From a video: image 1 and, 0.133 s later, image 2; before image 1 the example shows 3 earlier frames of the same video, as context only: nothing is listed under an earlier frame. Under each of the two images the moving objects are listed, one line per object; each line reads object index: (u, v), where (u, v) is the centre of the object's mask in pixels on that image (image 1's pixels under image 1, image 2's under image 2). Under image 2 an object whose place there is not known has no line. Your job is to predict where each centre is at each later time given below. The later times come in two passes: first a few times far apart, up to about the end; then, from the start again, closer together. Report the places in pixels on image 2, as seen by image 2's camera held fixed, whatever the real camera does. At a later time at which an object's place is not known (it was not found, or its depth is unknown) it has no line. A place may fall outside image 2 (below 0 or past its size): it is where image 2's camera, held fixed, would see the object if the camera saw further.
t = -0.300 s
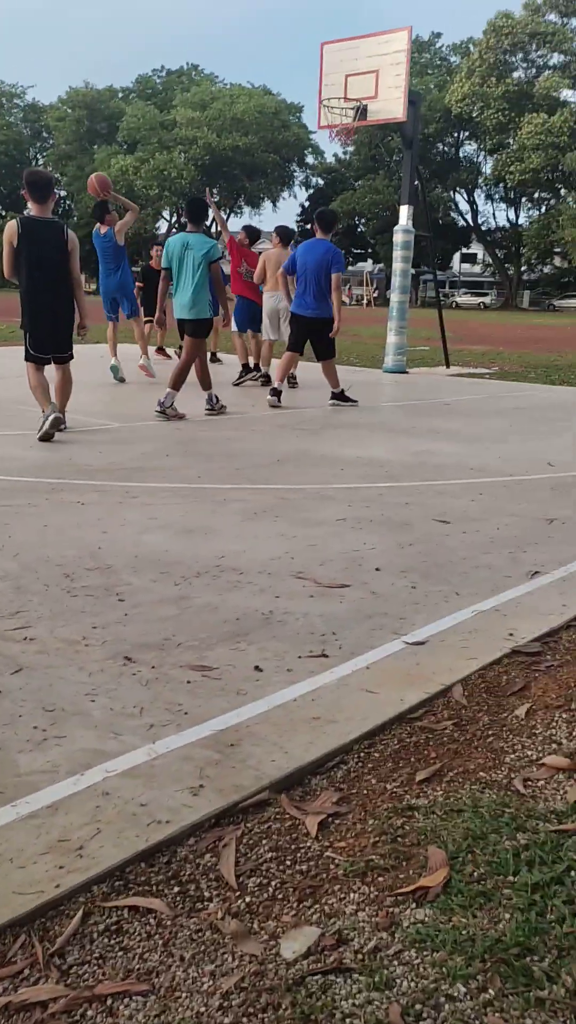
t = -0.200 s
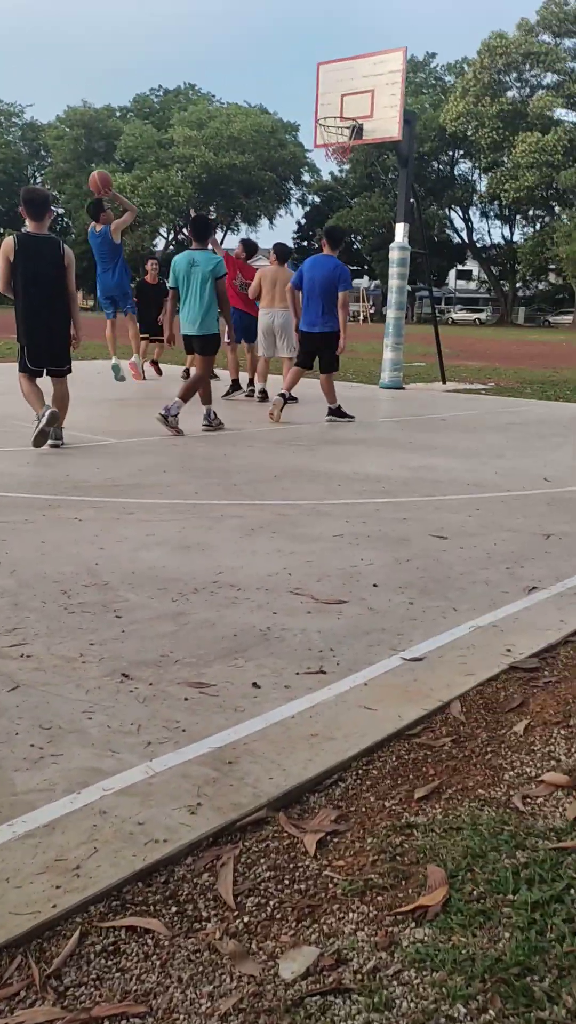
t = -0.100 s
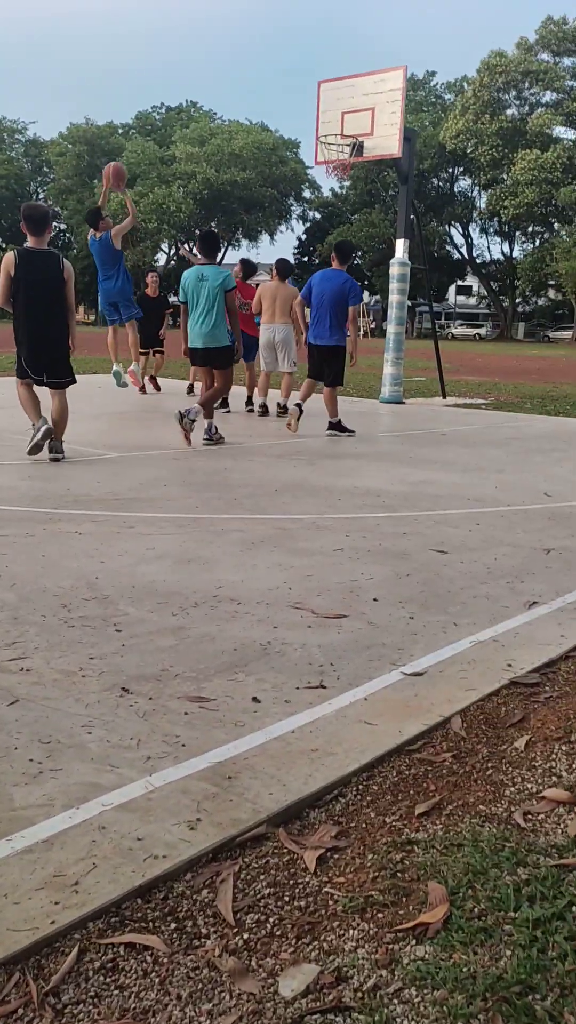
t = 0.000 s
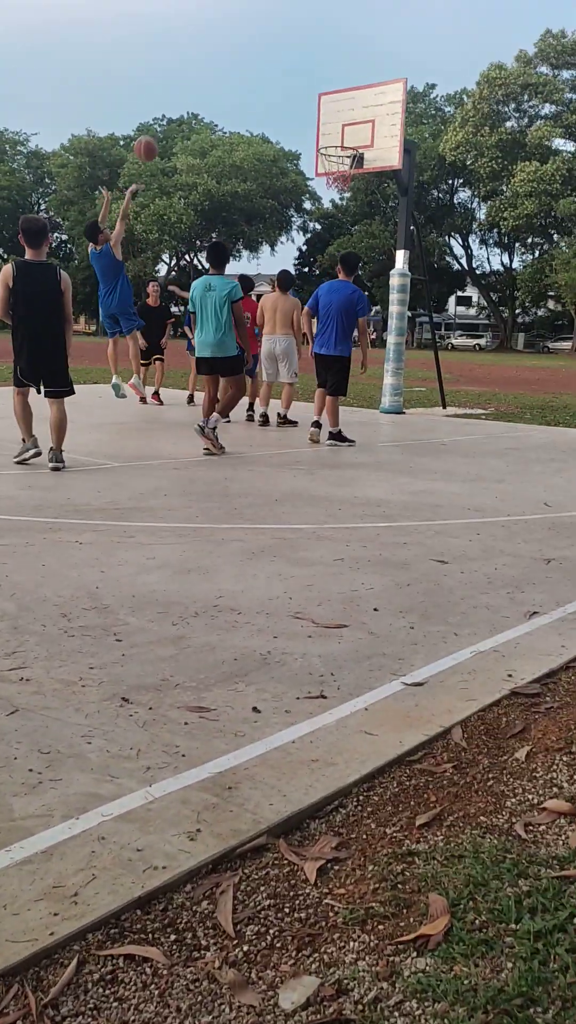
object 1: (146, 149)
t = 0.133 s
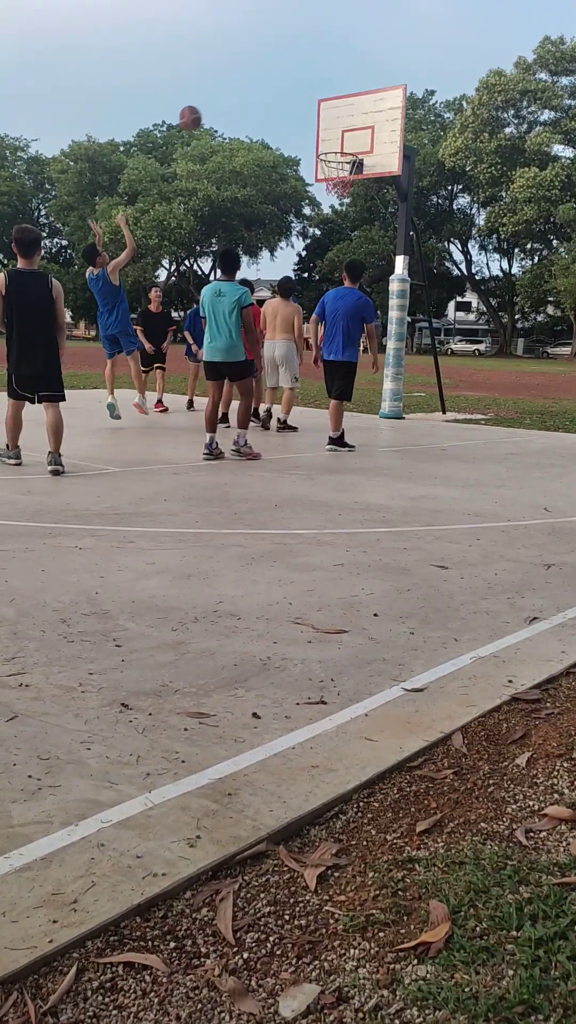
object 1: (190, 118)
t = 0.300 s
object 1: (243, 99)
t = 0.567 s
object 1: (318, 123)
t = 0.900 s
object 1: (332, 127)
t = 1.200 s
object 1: (344, 128)
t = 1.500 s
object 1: (332, 134)
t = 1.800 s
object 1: (322, 138)
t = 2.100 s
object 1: (308, 147)
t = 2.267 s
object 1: (295, 169)
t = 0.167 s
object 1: (201, 112)
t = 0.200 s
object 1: (212, 107)
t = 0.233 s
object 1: (222, 103)
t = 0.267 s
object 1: (233, 100)
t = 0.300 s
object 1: (243, 99)
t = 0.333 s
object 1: (253, 98)
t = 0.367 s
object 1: (263, 99)
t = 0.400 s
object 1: (272, 100)
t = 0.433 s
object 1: (282, 103)
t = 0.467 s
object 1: (291, 106)
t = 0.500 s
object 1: (300, 111)
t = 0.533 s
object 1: (309, 116)
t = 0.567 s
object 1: (318, 123)
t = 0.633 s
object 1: (335, 138)
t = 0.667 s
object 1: (343, 146)
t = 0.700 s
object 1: (348, 154)
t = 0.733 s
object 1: (338, 152)
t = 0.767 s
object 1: (327, 151)
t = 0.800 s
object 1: (327, 144)
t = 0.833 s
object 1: (329, 138)
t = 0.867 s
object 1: (330, 132)
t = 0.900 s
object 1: (332, 127)
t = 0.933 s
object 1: (333, 124)
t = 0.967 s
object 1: (335, 121)
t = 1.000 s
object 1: (336, 119)
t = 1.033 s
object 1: (338, 118)
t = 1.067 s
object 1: (339, 118)
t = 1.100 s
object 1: (340, 119)
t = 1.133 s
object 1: (342, 121)
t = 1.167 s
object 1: (343, 124)
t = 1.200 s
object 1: (344, 128)
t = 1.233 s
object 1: (345, 134)
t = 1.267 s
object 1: (346, 140)
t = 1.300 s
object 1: (345, 140)
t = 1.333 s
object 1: (343, 137)
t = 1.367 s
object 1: (341, 134)
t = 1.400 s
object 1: (339, 133)
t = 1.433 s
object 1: (337, 132)
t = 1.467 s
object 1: (335, 133)
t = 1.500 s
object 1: (332, 134)
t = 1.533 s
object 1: (330, 137)
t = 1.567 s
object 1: (328, 140)
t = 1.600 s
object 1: (326, 142)
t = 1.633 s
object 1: (325, 139)
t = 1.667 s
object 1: (325, 136)
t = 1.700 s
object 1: (324, 135)
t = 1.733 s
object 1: (323, 135)
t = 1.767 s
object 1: (323, 136)
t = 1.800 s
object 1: (322, 138)
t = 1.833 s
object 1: (321, 141)
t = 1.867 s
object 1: (320, 142)
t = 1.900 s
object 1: (318, 141)
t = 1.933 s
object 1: (317, 140)
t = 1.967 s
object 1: (316, 141)
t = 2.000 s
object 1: (314, 143)
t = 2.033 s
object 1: (313, 144)
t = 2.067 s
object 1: (311, 145)
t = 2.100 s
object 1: (308, 147)
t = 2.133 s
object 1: (306, 149)
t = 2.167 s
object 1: (303, 152)
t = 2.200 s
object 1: (300, 157)
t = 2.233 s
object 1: (298, 163)
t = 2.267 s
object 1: (295, 169)
